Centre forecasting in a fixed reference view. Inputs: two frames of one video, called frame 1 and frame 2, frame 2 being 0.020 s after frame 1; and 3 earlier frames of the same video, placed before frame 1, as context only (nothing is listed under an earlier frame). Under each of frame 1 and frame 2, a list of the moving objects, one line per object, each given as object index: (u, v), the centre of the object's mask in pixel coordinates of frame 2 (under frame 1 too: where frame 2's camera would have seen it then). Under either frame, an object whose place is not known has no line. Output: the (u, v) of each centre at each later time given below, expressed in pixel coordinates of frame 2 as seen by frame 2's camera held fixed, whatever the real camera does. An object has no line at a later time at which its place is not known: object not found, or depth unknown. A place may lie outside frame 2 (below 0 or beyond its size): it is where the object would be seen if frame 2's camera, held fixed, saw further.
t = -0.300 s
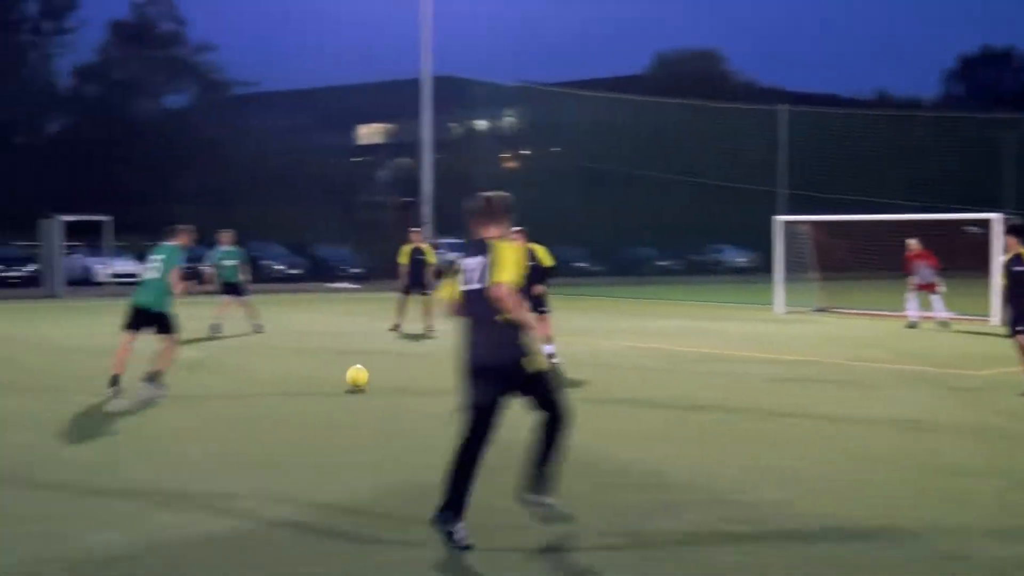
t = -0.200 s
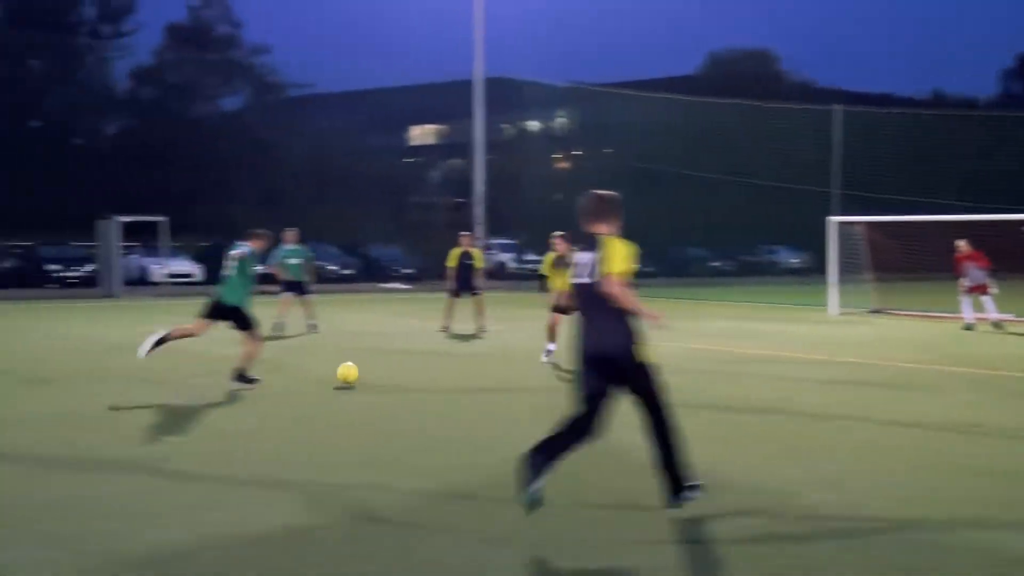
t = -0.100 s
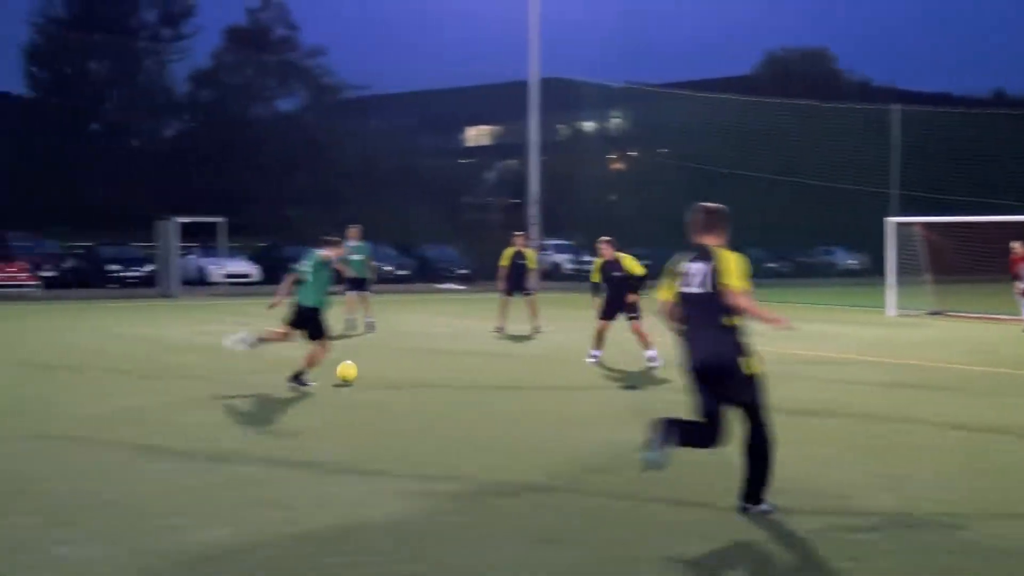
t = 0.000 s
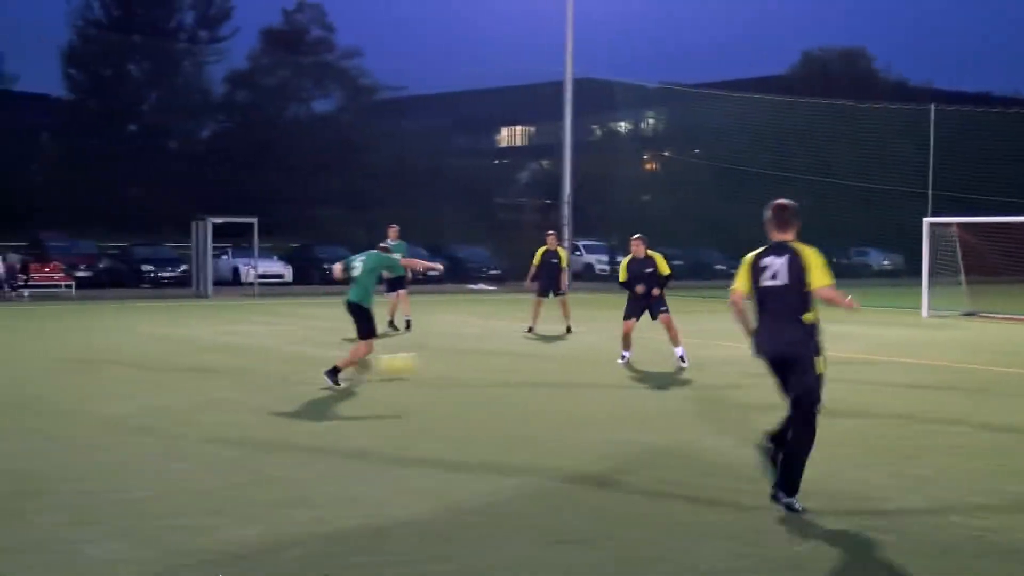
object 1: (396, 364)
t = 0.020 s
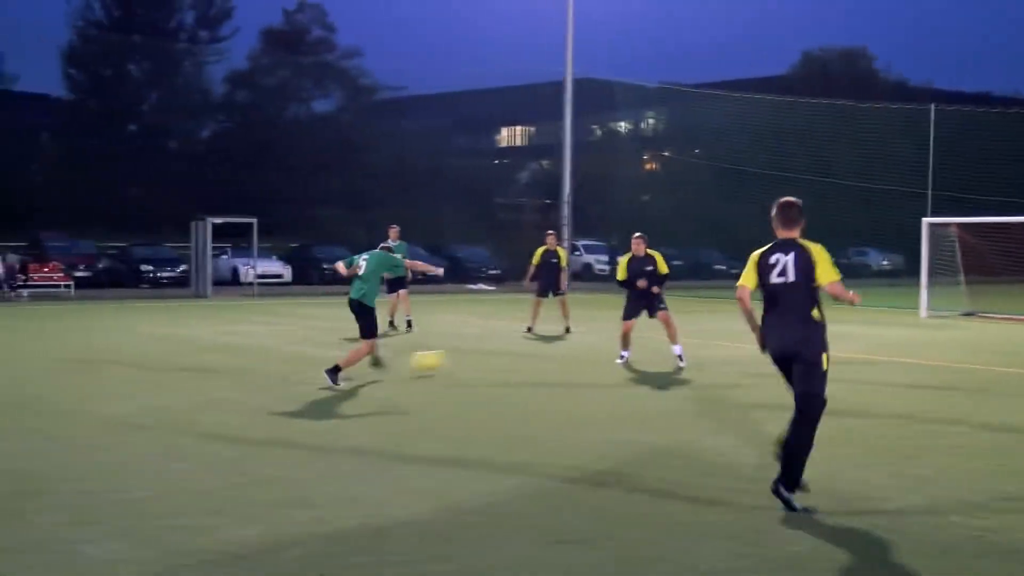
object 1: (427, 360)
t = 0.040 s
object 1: (454, 358)
